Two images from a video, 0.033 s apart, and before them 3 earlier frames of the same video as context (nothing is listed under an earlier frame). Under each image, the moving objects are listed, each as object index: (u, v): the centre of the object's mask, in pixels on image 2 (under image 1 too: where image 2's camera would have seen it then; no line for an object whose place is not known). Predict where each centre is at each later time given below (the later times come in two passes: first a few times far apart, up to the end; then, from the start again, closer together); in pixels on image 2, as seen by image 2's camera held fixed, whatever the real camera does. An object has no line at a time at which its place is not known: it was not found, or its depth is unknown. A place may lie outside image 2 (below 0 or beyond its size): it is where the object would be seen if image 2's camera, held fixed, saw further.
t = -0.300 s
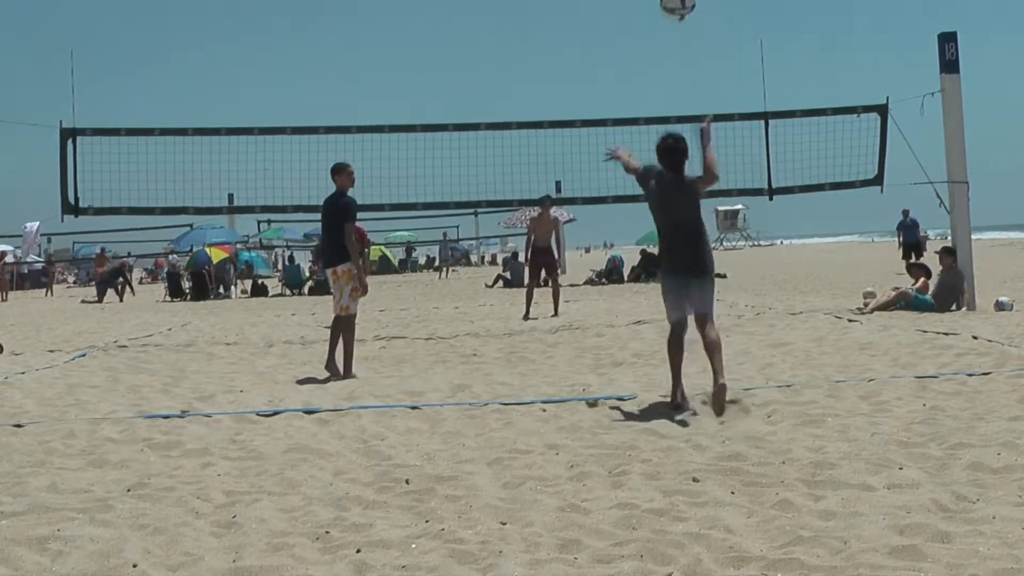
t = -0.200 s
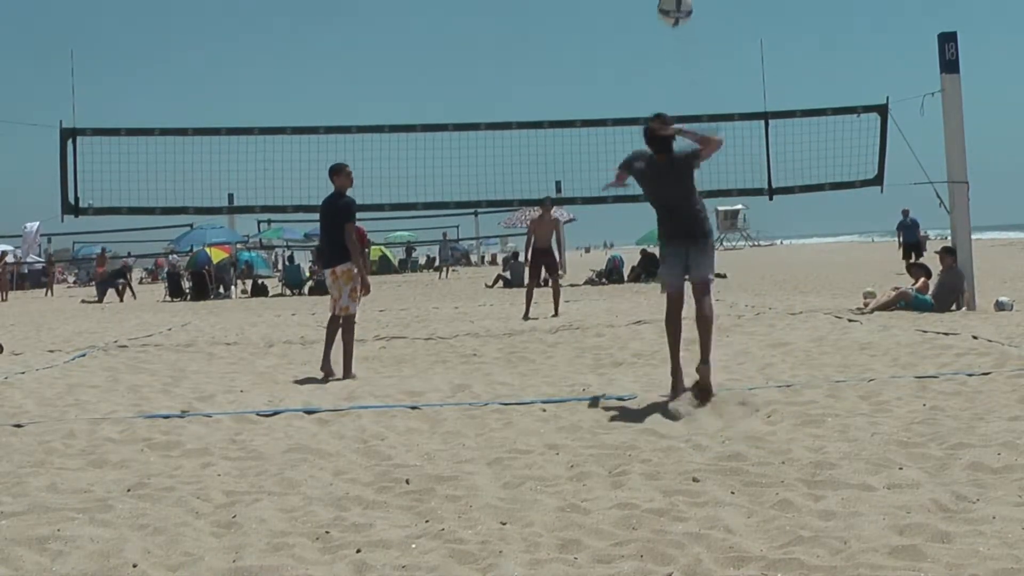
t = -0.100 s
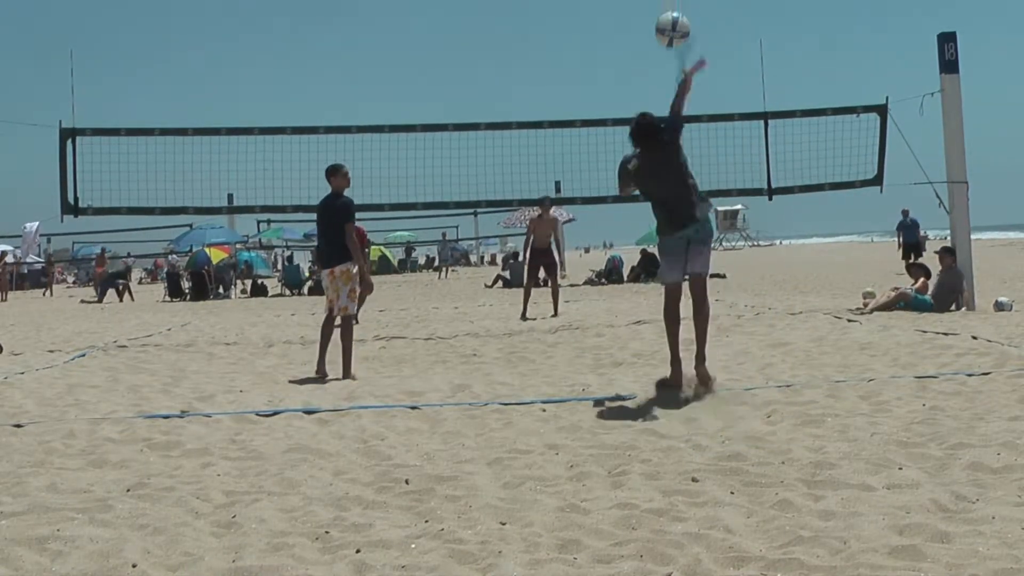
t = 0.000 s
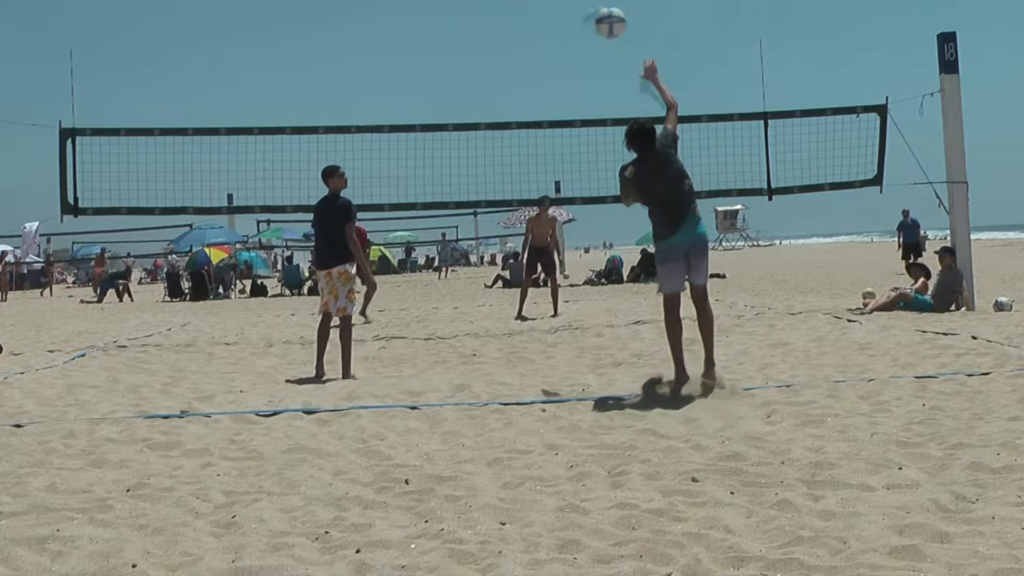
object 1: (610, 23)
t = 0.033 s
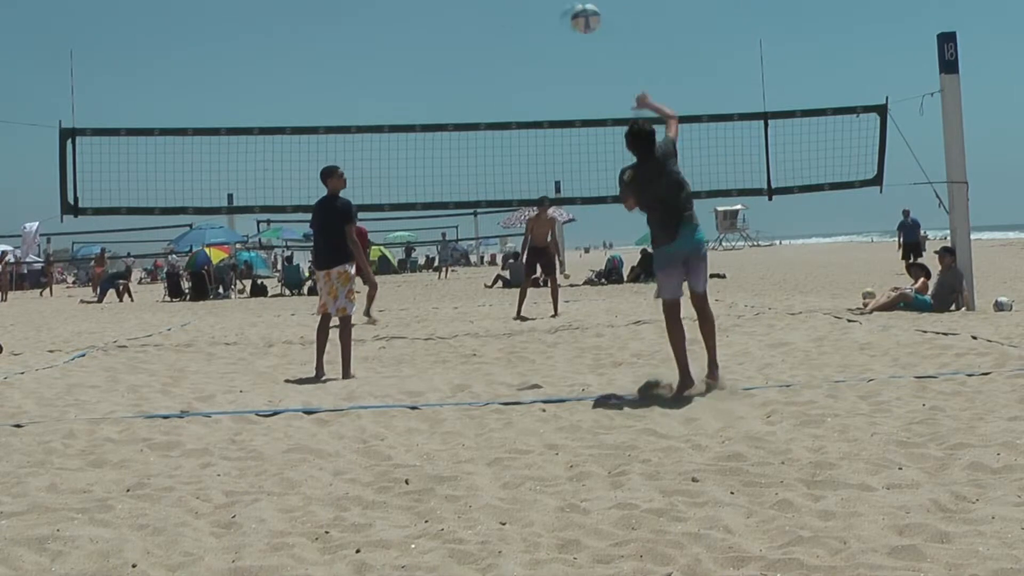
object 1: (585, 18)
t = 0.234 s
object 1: (469, 26)
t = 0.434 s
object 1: (390, 66)
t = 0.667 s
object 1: (323, 140)
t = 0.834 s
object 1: (284, 194)
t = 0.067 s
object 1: (563, 15)
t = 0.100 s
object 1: (542, 15)
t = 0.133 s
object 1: (522, 16)
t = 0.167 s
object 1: (503, 18)
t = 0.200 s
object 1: (486, 21)
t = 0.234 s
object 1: (469, 26)
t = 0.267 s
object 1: (454, 31)
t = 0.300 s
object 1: (440, 37)
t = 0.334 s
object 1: (426, 45)
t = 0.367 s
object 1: (413, 52)
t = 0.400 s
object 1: (401, 59)
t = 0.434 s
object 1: (390, 66)
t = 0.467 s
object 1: (380, 76)
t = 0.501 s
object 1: (369, 86)
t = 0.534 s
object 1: (359, 95)
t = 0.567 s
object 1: (350, 106)
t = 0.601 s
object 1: (341, 115)
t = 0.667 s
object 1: (323, 140)
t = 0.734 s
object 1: (306, 160)
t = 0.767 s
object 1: (299, 170)
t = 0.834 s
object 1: (284, 194)
